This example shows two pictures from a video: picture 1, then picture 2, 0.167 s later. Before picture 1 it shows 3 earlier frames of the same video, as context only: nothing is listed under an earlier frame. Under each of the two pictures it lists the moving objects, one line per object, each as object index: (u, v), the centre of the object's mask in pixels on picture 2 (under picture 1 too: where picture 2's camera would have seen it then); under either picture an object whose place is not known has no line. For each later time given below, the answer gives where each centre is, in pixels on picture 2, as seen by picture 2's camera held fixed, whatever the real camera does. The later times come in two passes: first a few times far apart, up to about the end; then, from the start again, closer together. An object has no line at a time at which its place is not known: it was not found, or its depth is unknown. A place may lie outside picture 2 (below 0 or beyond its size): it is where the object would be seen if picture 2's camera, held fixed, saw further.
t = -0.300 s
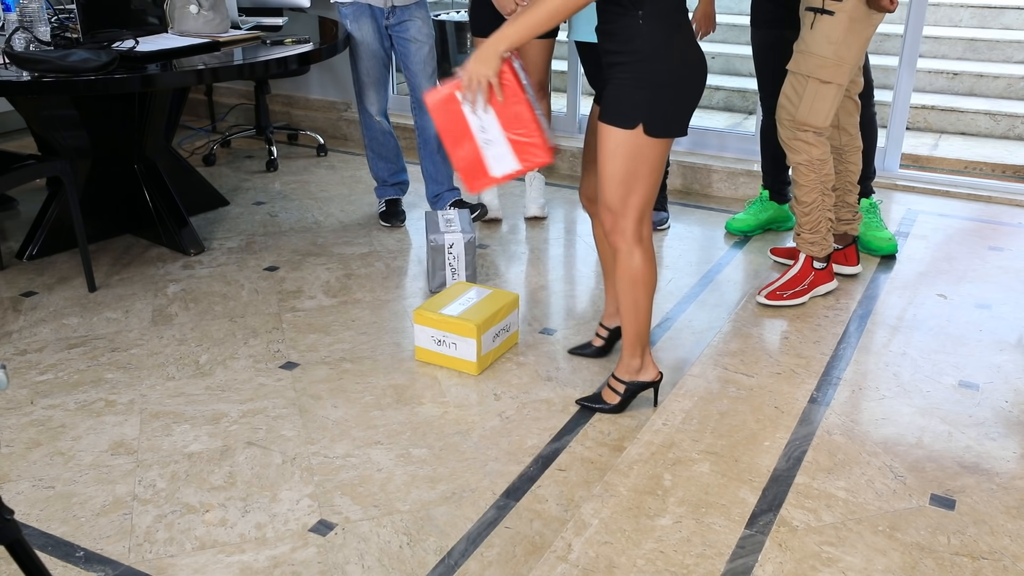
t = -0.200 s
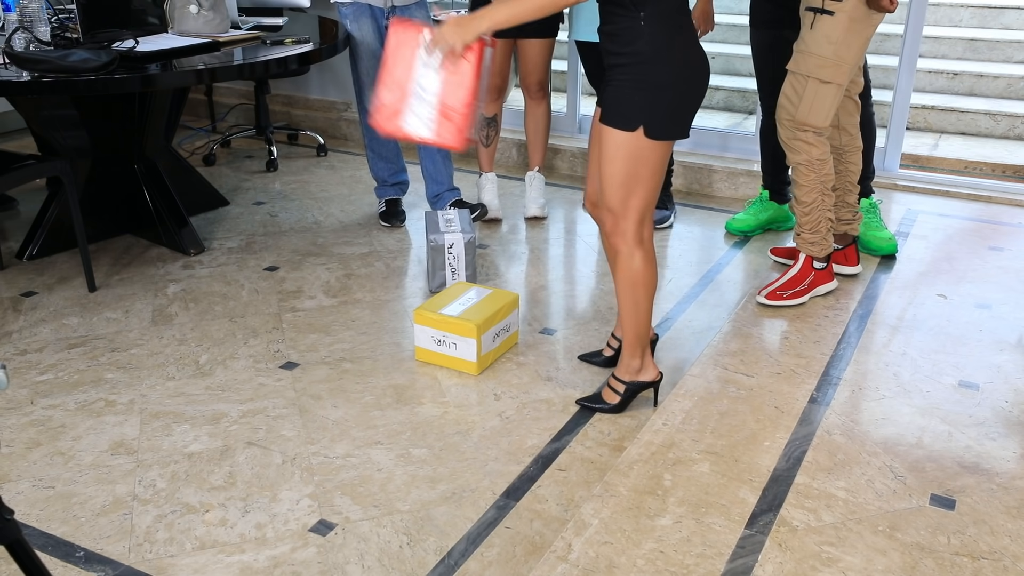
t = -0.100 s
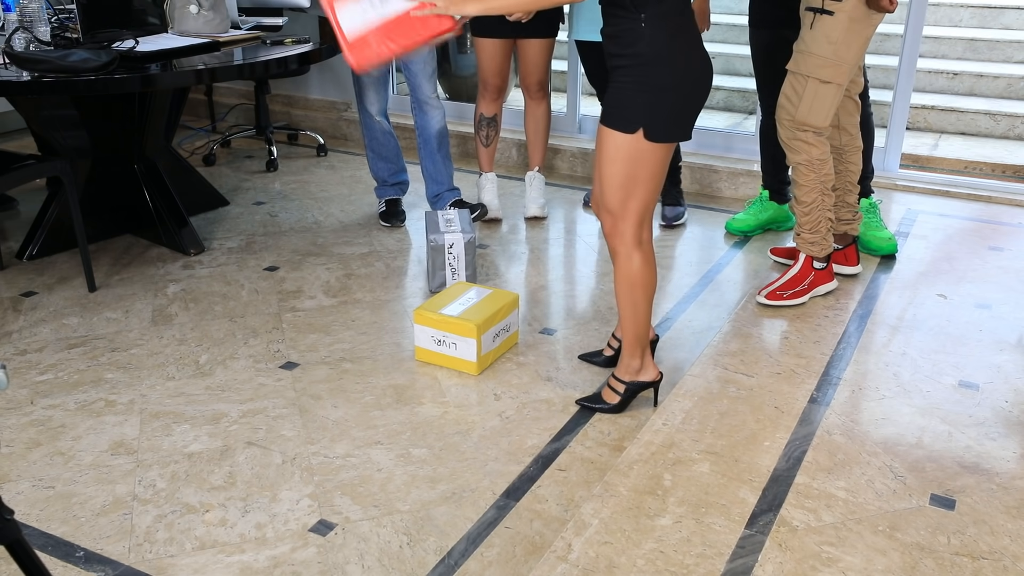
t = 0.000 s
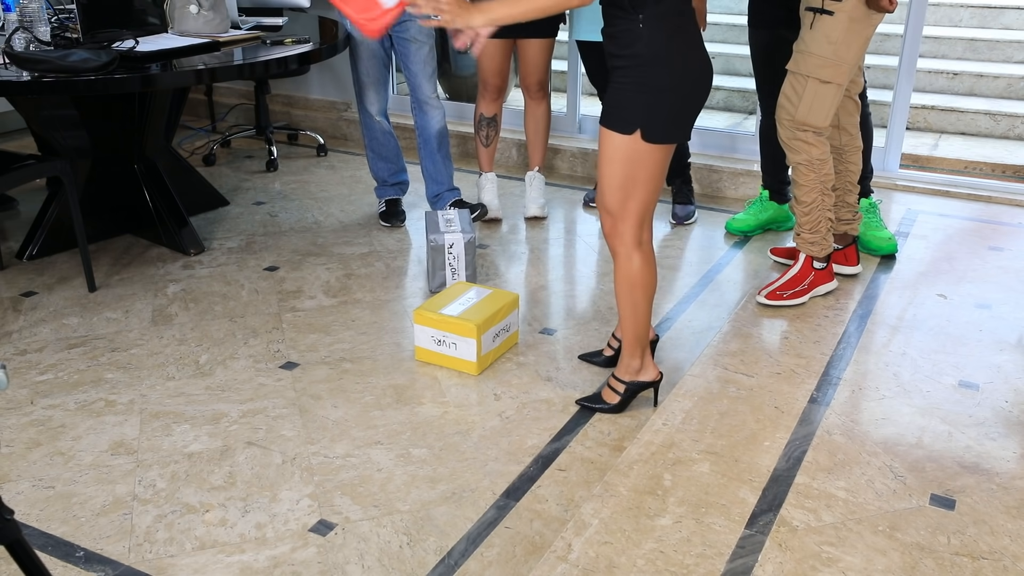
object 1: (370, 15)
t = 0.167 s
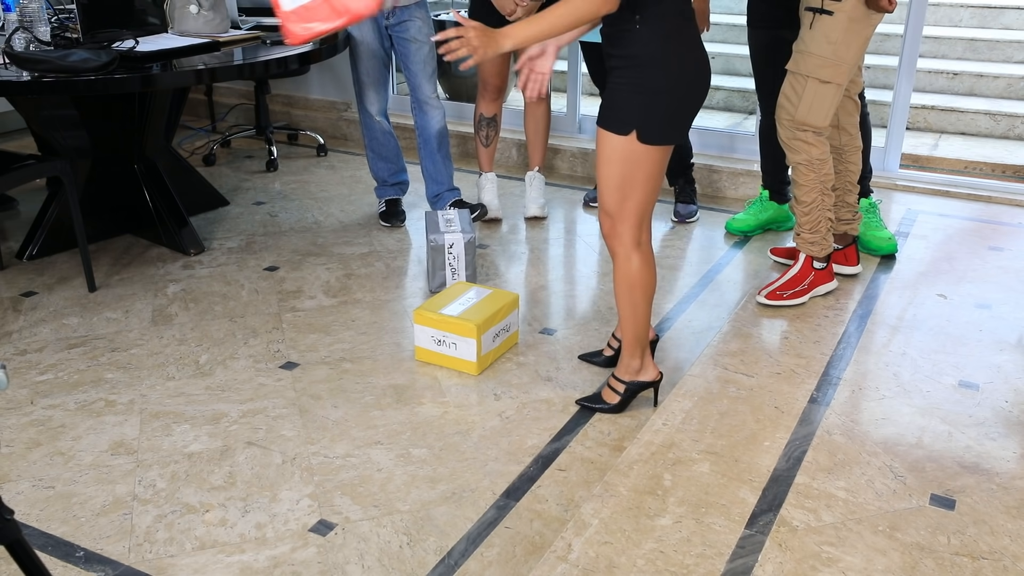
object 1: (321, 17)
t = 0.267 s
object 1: (308, 47)
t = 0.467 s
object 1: (286, 239)
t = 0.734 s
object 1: (249, 284)
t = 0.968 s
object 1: (251, 282)
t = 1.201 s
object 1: (253, 282)
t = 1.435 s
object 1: (253, 282)
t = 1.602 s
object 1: (253, 282)
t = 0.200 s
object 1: (322, 23)
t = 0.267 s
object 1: (308, 47)
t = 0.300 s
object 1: (302, 67)
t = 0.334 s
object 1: (299, 97)
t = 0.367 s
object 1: (296, 130)
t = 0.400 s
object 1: (293, 165)
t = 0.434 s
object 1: (289, 202)
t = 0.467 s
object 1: (286, 239)
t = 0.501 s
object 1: (283, 278)
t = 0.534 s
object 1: (282, 309)
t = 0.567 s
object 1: (274, 303)
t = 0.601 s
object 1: (267, 299)
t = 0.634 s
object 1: (260, 294)
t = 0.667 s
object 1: (255, 293)
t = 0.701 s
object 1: (252, 287)
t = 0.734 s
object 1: (249, 284)
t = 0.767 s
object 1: (247, 283)
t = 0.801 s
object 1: (246, 285)
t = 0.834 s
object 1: (246, 283)
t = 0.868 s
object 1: (247, 280)
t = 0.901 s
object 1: (248, 280)
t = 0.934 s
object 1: (249, 282)
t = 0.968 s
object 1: (251, 282)
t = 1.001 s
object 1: (252, 283)
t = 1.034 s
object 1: (253, 283)
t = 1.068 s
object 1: (253, 282)
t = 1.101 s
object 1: (252, 281)
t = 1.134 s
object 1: (253, 282)
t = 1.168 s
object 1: (253, 282)
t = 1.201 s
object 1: (253, 282)
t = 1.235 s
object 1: (253, 282)
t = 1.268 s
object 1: (253, 282)
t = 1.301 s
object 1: (253, 282)
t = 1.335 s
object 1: (253, 282)
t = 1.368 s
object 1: (253, 282)
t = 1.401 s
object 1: (253, 282)
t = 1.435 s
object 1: (253, 282)
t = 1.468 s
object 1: (253, 282)
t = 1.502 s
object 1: (253, 282)
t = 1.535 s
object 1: (253, 282)
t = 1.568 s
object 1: (253, 282)
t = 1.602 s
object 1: (253, 282)
